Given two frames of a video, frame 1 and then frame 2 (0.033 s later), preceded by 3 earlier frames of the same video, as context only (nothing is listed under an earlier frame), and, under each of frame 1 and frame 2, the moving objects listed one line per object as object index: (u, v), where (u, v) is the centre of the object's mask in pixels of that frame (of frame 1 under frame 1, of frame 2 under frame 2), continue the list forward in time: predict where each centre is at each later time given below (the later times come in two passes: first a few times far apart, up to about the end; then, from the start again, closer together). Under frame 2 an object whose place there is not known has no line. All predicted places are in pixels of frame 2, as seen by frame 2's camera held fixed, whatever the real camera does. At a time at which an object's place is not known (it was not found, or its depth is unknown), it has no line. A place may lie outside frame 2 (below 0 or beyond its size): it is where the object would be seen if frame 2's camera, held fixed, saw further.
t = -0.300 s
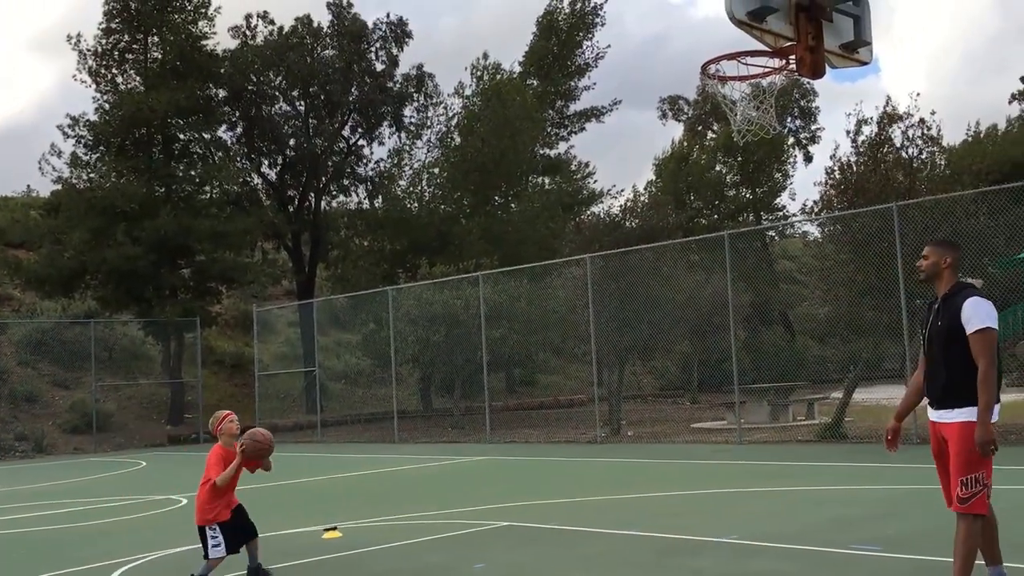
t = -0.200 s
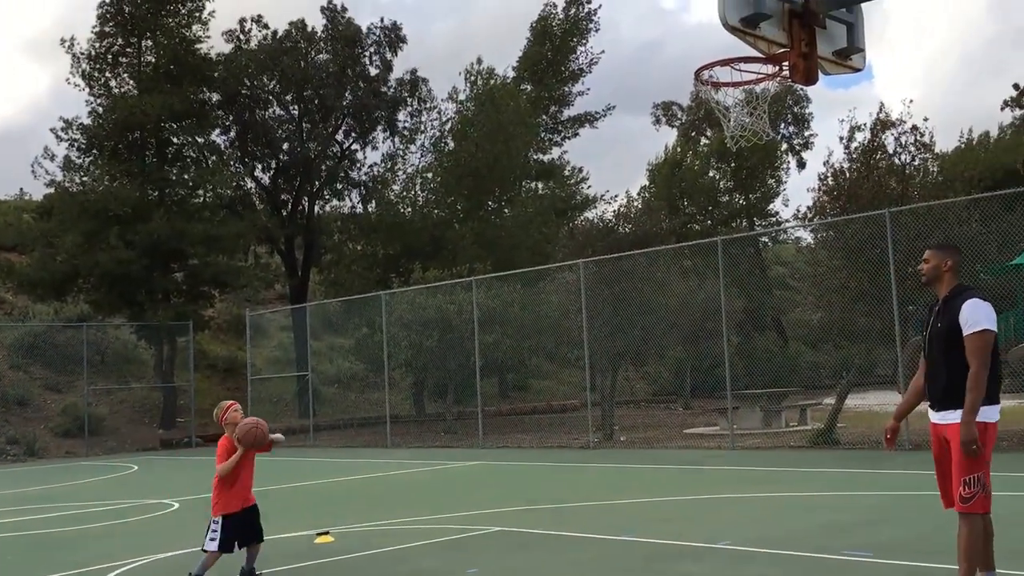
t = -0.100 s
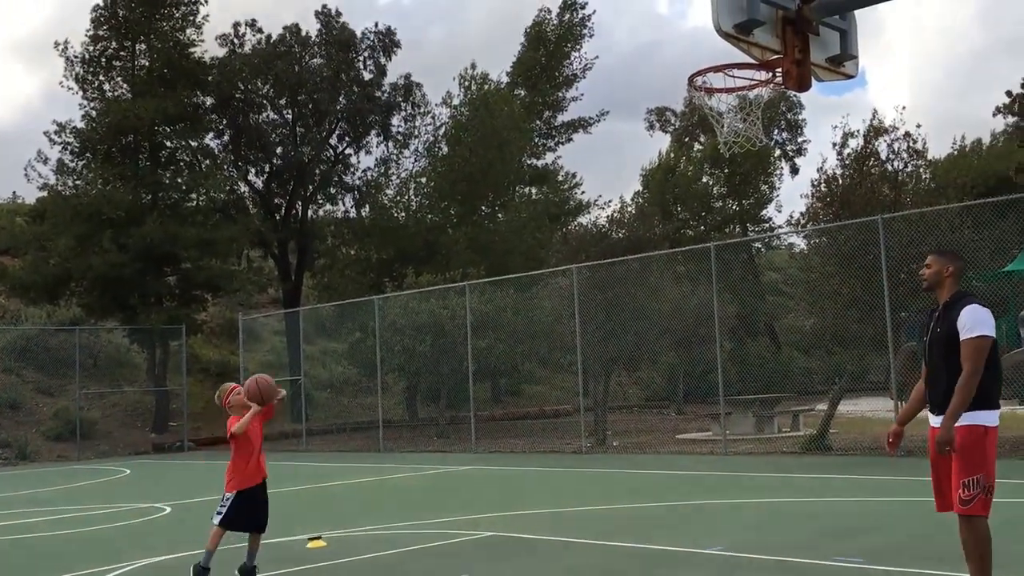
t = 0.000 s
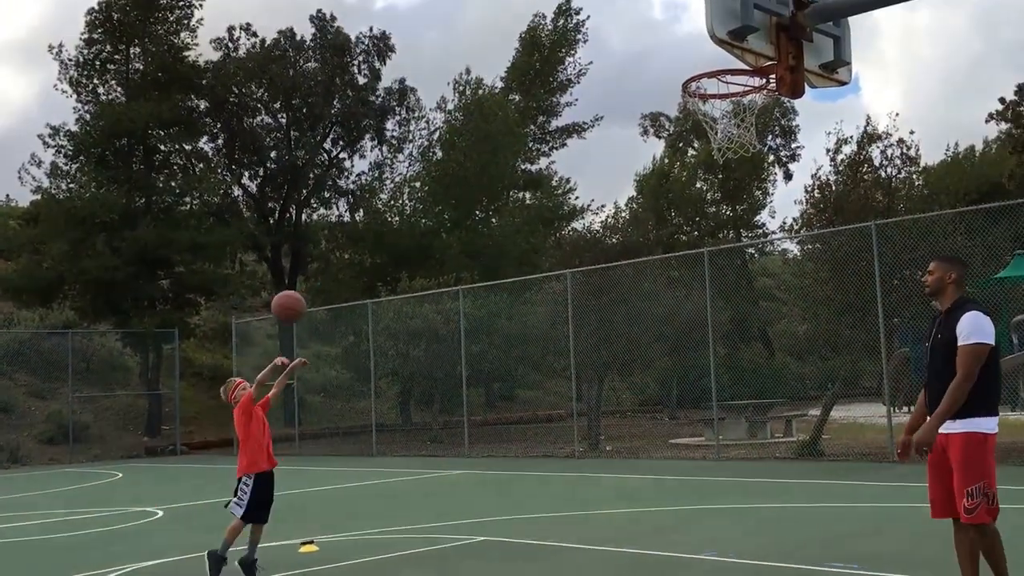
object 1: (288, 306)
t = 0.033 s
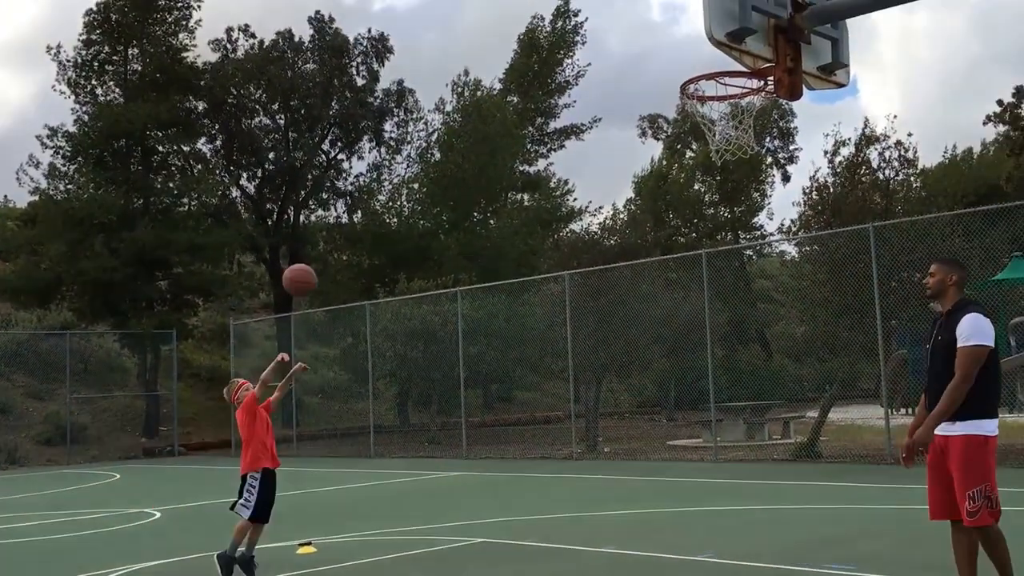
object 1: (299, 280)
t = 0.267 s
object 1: (395, 120)
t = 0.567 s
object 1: (540, 13)
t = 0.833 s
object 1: (691, 25)
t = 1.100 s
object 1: (699, 24)
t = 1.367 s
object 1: (662, 80)
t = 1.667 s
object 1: (619, 266)
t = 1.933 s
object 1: (592, 536)
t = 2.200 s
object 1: (575, 402)
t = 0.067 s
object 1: (312, 253)
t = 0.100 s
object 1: (325, 227)
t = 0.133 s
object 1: (339, 203)
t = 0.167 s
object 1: (353, 181)
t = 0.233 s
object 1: (382, 138)
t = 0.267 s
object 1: (395, 120)
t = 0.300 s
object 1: (411, 102)
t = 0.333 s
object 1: (426, 86)
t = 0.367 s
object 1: (441, 72)
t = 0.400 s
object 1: (457, 58)
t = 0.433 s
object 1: (472, 46)
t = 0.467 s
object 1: (489, 36)
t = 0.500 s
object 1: (506, 27)
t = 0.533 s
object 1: (523, 19)
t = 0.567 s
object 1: (540, 13)
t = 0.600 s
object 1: (559, 8)
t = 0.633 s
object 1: (577, 5)
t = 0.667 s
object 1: (595, 4)
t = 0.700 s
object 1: (614, 4)
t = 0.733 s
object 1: (634, 7)
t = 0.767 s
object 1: (654, 10)
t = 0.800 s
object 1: (674, 16)
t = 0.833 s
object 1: (691, 25)
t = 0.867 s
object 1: (706, 42)
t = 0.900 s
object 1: (729, 60)
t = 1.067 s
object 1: (702, 25)
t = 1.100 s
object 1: (699, 24)
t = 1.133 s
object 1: (696, 24)
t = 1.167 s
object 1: (693, 27)
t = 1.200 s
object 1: (690, 31)
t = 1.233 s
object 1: (685, 37)
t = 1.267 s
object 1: (680, 45)
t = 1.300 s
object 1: (674, 55)
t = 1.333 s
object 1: (668, 67)
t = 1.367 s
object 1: (662, 80)
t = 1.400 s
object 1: (656, 95)
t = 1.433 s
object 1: (651, 111)
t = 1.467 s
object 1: (647, 129)
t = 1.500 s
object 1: (641, 148)
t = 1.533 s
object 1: (636, 169)
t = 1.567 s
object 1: (632, 191)
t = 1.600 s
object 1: (629, 215)
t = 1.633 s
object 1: (623, 237)
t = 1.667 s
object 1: (619, 266)
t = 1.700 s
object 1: (615, 294)
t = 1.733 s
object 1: (611, 324)
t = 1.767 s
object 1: (607, 355)
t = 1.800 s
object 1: (603, 387)
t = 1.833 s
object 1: (600, 421)
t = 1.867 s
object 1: (597, 458)
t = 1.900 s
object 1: (595, 496)
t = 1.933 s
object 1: (592, 536)
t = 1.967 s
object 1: (589, 565)
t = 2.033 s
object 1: (584, 533)
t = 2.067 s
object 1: (582, 503)
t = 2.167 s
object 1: (577, 424)
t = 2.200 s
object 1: (575, 402)
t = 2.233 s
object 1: (574, 382)
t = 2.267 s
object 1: (574, 363)
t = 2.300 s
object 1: (573, 347)
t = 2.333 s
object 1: (572, 331)
